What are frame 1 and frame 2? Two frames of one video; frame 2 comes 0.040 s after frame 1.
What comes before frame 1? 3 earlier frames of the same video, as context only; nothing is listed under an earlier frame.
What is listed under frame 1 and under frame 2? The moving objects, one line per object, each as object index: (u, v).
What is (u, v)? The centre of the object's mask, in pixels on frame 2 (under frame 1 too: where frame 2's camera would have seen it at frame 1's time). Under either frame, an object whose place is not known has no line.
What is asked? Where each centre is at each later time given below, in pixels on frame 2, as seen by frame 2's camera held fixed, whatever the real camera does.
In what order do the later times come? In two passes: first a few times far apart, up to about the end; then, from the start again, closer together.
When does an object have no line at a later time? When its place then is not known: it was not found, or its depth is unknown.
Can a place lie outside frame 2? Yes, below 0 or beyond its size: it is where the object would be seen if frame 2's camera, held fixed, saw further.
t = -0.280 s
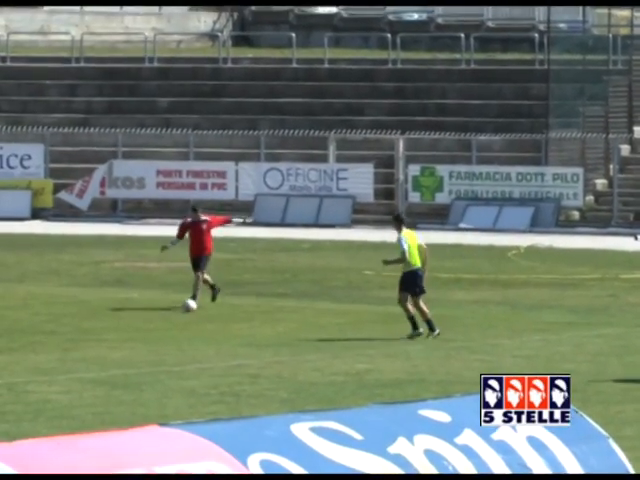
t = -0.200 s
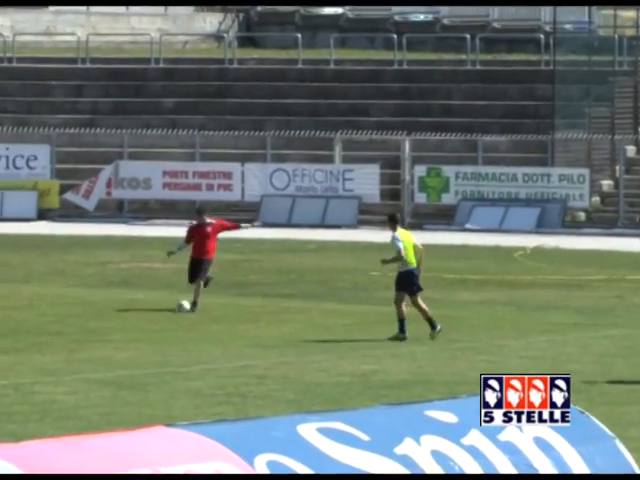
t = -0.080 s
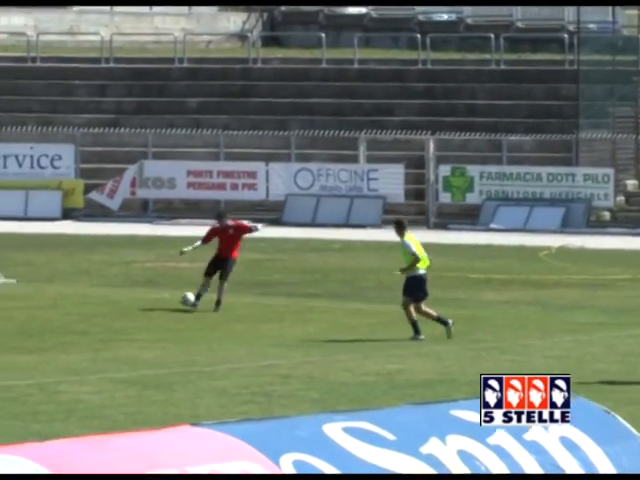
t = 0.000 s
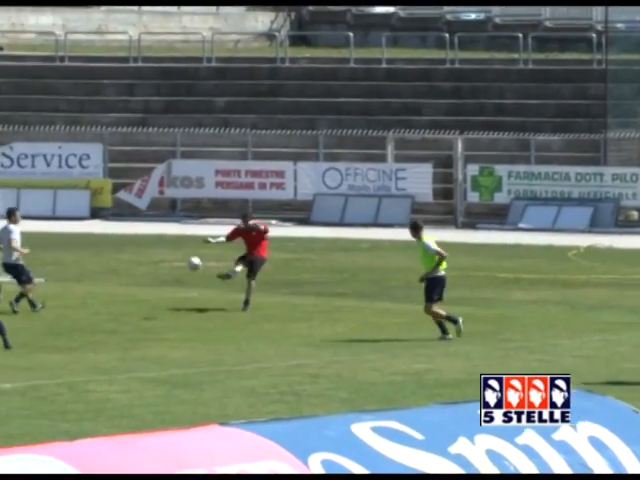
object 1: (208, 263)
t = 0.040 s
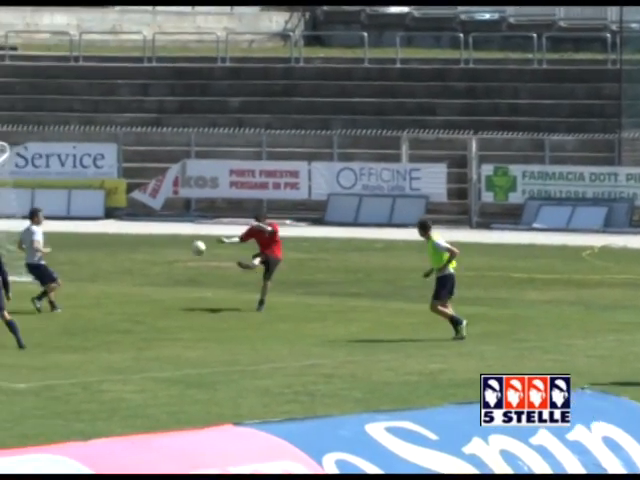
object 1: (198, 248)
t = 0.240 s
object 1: (153, 180)
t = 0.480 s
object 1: (110, 136)
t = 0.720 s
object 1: (75, 139)
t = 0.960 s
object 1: (51, 201)
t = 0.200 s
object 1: (162, 192)
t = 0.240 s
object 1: (153, 180)
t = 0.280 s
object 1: (146, 170)
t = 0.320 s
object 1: (137, 161)
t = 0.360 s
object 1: (130, 153)
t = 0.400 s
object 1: (124, 144)
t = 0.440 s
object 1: (115, 141)
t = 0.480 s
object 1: (110, 136)
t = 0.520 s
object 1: (105, 131)
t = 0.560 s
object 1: (98, 129)
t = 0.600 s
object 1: (92, 128)
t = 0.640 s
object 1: (86, 130)
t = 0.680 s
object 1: (81, 134)
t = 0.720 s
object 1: (75, 139)
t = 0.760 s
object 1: (69, 144)
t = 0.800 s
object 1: (65, 152)
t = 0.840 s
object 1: (61, 162)
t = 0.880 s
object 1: (58, 173)
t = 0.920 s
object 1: (54, 186)
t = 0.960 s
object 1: (51, 201)
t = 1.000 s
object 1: (48, 220)
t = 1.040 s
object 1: (46, 239)
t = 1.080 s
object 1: (44, 261)
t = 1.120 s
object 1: (44, 286)
